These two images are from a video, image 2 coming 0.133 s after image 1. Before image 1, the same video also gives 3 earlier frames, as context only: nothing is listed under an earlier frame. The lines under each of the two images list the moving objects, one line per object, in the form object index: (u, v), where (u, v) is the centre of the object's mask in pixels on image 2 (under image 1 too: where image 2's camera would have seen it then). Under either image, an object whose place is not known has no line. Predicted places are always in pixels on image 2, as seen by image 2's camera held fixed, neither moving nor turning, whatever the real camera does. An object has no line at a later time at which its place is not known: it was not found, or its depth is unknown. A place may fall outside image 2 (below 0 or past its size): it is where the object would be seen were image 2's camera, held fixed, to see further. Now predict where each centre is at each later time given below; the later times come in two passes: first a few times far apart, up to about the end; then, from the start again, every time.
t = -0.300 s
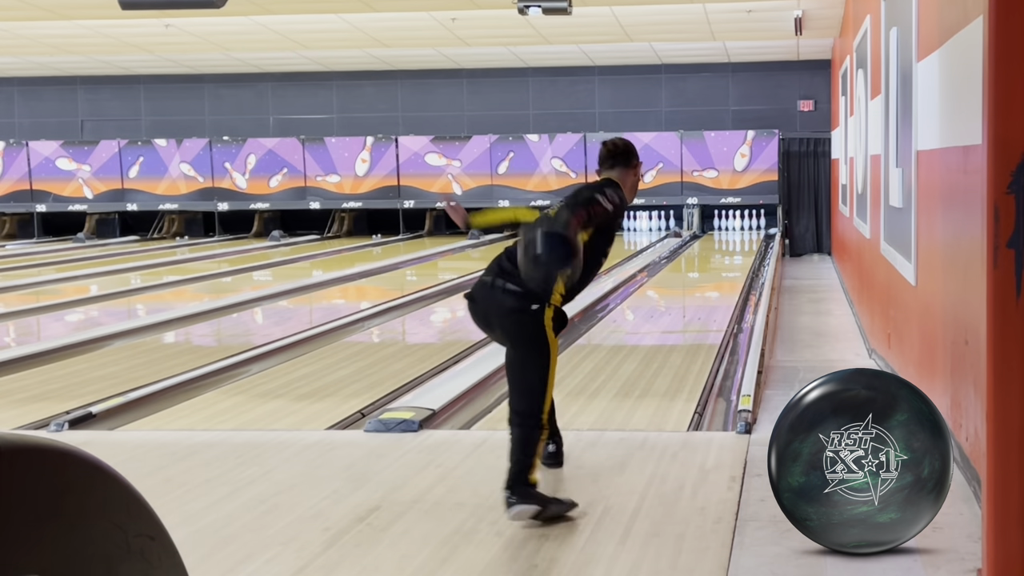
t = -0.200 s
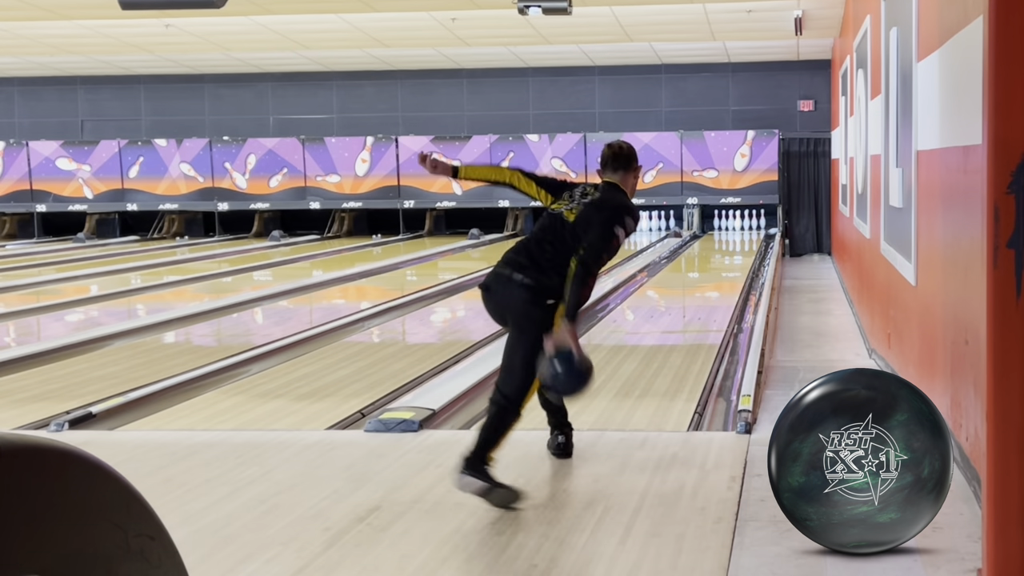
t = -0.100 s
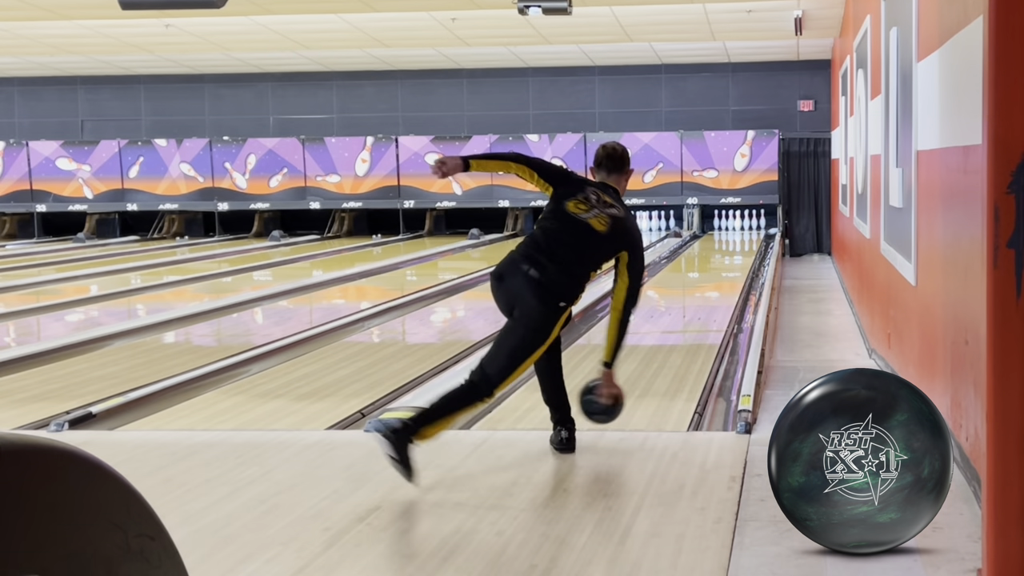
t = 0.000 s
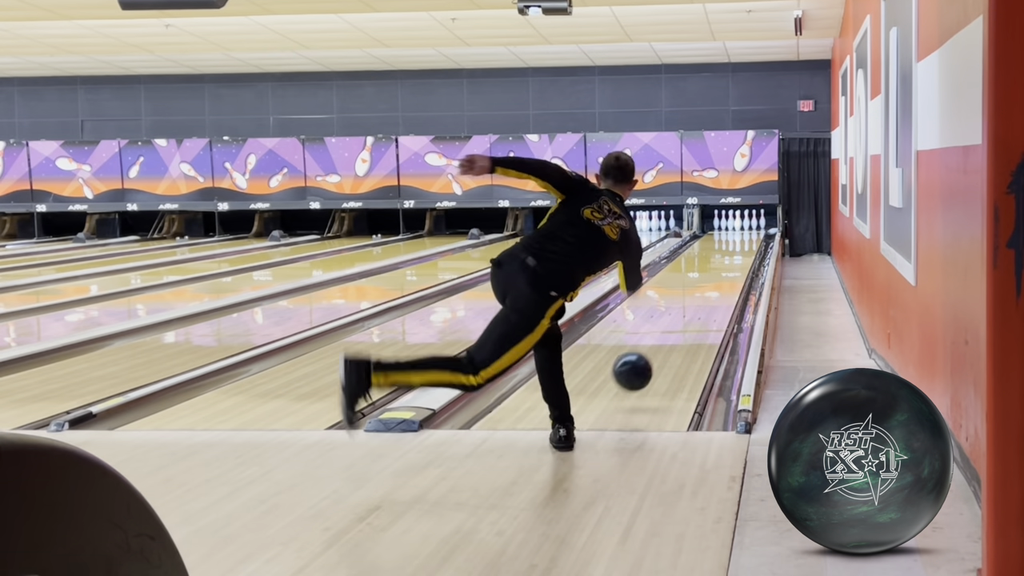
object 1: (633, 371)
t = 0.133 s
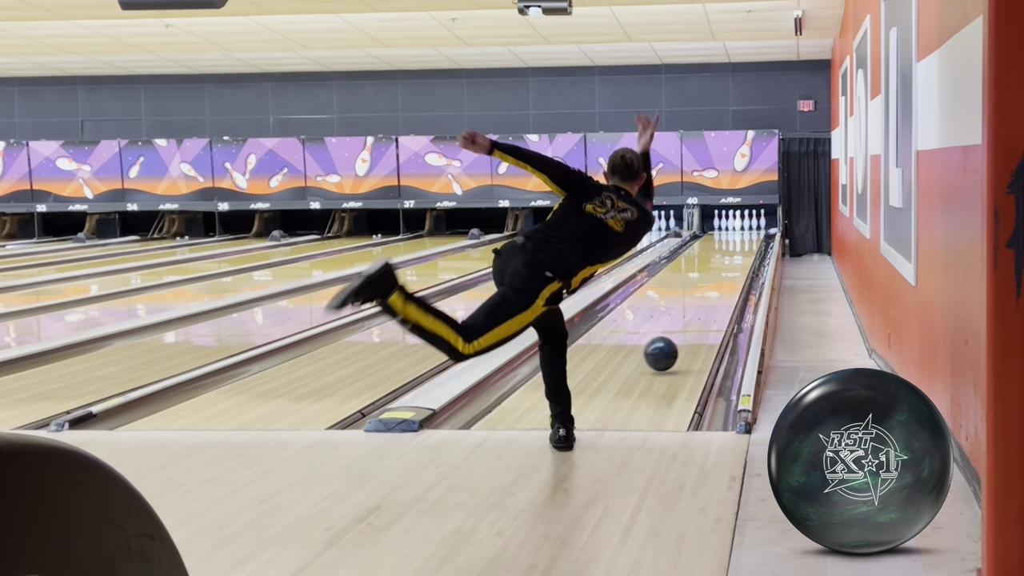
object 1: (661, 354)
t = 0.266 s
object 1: (682, 331)
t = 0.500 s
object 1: (707, 300)
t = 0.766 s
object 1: (725, 276)
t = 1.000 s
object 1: (736, 261)
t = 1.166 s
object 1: (742, 253)
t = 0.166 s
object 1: (667, 349)
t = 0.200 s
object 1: (672, 342)
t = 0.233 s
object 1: (677, 337)
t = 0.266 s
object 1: (682, 331)
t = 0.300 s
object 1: (686, 326)
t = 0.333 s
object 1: (690, 321)
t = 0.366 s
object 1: (694, 317)
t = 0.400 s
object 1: (698, 312)
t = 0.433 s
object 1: (701, 308)
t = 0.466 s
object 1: (704, 304)
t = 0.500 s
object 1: (707, 300)
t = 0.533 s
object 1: (710, 296)
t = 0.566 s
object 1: (712, 293)
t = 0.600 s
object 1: (715, 290)
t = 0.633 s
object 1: (717, 287)
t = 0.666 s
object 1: (720, 284)
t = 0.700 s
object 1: (722, 281)
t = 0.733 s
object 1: (724, 278)
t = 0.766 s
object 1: (725, 276)
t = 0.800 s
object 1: (727, 273)
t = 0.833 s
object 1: (729, 271)
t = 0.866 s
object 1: (730, 269)
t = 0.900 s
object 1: (732, 267)
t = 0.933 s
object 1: (733, 265)
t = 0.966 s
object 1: (735, 263)
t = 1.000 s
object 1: (736, 261)
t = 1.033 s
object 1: (738, 260)
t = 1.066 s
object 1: (739, 258)
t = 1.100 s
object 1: (740, 257)
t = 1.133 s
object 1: (741, 255)
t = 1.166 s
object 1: (742, 253)
